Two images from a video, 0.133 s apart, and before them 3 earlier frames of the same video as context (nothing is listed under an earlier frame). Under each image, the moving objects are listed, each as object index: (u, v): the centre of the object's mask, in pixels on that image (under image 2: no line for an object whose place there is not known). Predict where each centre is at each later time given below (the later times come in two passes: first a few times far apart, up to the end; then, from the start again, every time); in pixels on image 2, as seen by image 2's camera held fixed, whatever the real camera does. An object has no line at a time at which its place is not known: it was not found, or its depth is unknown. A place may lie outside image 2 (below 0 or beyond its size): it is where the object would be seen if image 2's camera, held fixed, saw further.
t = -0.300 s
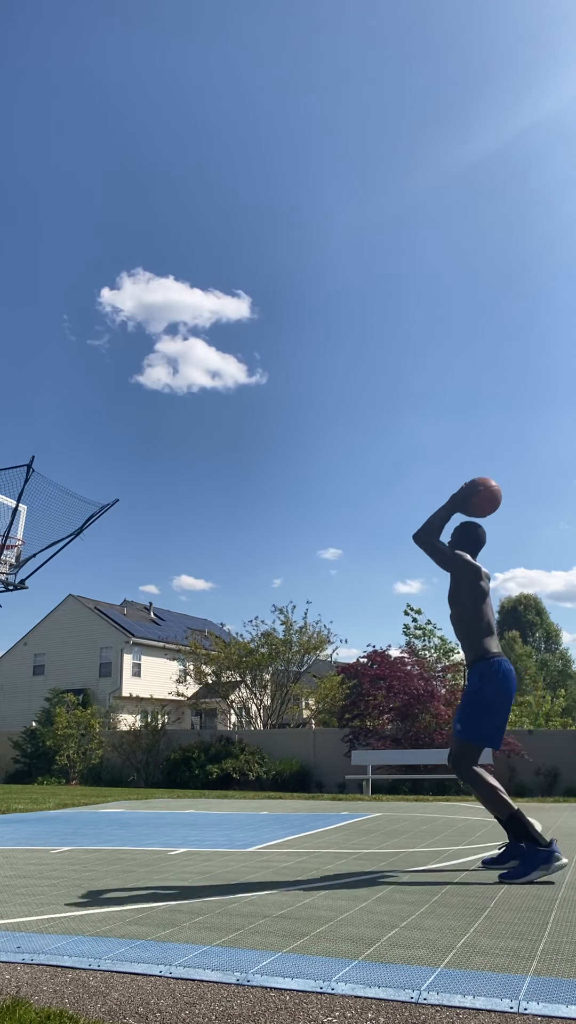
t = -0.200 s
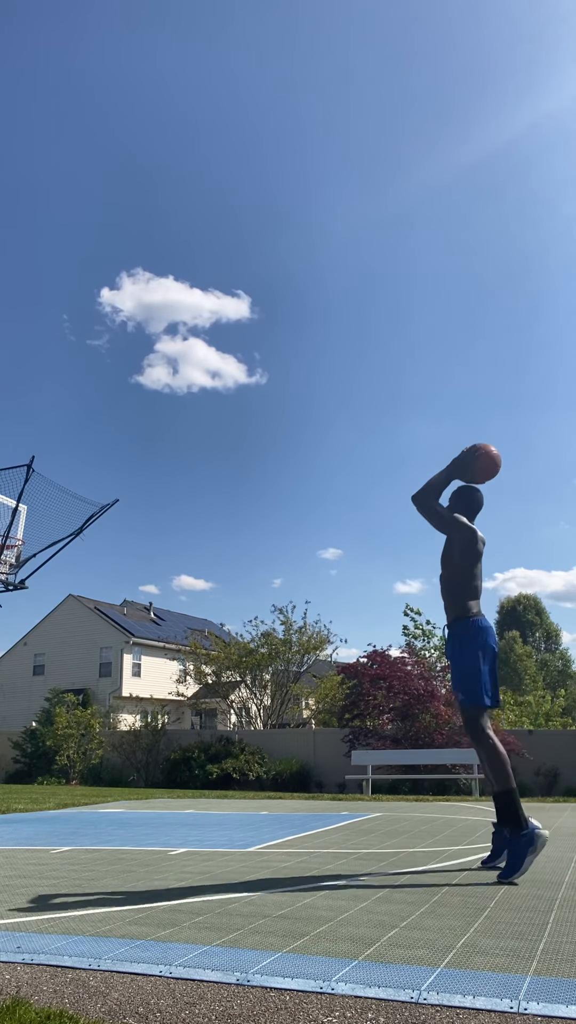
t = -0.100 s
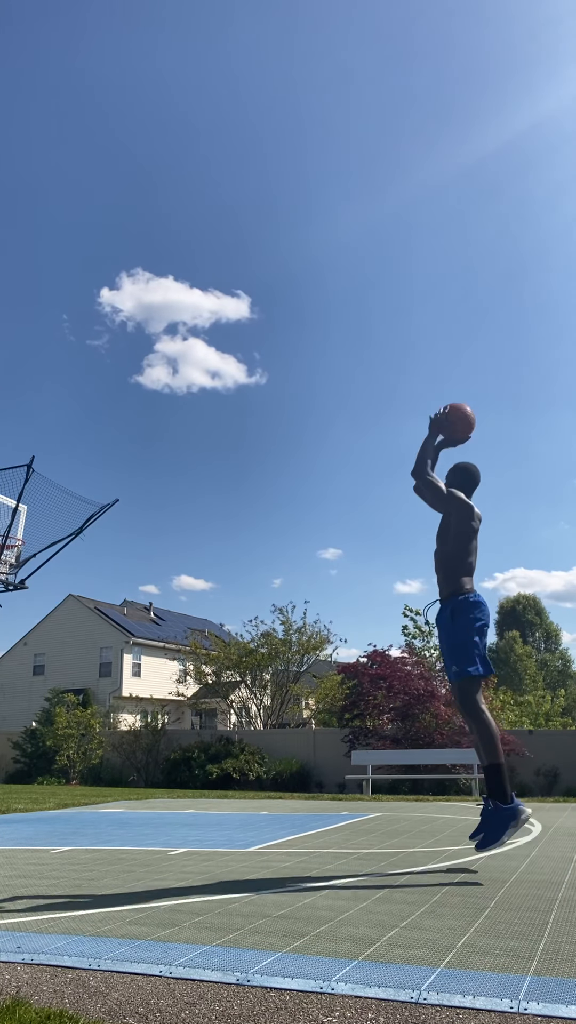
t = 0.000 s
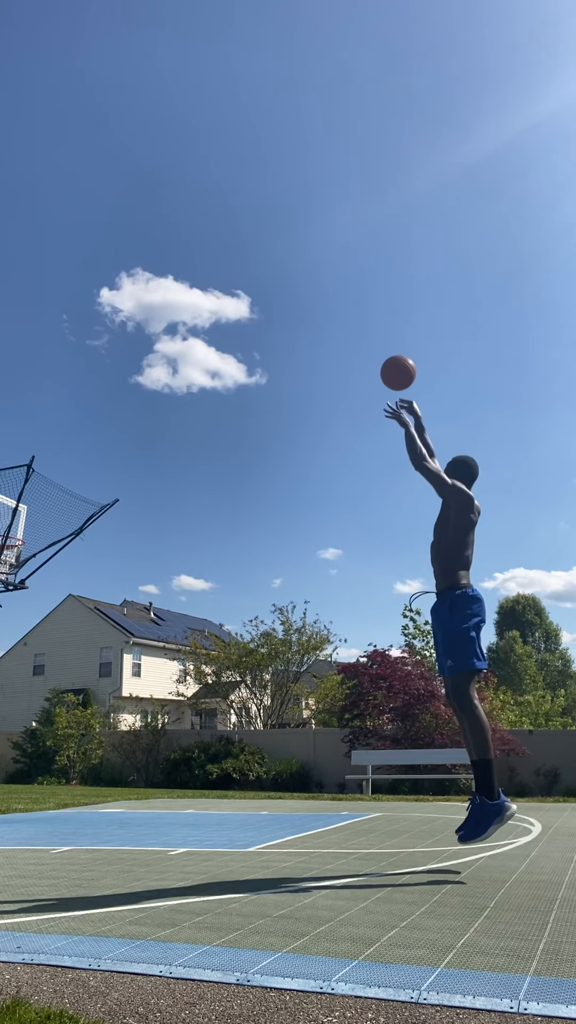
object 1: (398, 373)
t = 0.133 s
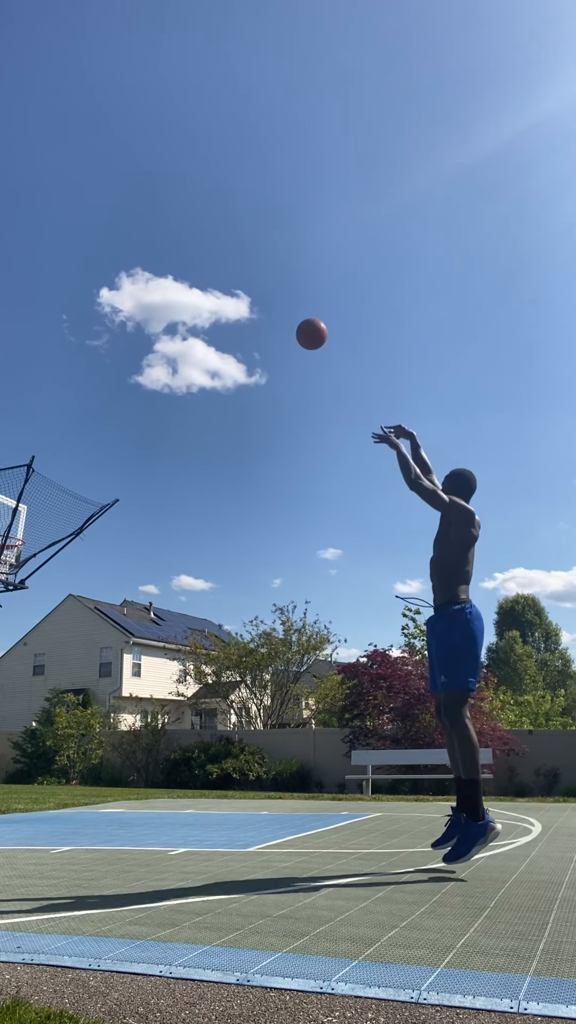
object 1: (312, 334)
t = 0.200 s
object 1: (276, 325)
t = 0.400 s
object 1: (189, 329)
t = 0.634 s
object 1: (111, 377)
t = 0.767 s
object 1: (72, 418)
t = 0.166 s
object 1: (293, 329)
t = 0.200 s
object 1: (276, 325)
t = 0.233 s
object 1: (260, 323)
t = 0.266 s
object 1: (244, 322)
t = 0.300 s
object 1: (229, 322)
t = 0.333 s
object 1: (216, 324)
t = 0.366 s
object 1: (202, 326)
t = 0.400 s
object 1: (189, 329)
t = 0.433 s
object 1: (177, 334)
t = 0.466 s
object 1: (165, 339)
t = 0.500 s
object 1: (153, 345)
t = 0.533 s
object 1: (142, 352)
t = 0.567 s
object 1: (131, 359)
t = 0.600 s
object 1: (121, 368)
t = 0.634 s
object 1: (111, 377)
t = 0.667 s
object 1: (100, 386)
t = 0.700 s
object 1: (91, 396)
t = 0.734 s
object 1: (81, 407)
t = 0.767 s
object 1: (72, 418)
